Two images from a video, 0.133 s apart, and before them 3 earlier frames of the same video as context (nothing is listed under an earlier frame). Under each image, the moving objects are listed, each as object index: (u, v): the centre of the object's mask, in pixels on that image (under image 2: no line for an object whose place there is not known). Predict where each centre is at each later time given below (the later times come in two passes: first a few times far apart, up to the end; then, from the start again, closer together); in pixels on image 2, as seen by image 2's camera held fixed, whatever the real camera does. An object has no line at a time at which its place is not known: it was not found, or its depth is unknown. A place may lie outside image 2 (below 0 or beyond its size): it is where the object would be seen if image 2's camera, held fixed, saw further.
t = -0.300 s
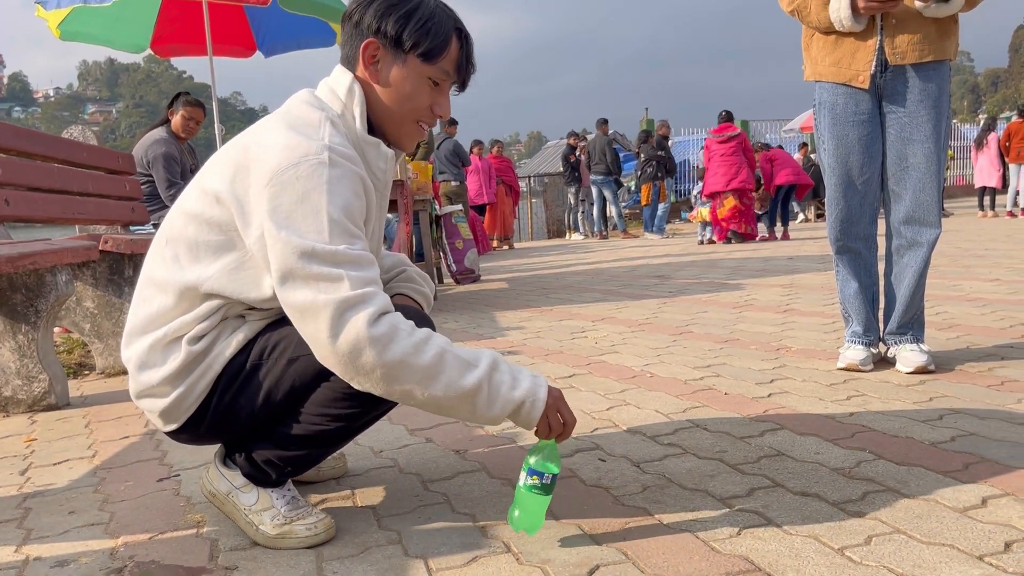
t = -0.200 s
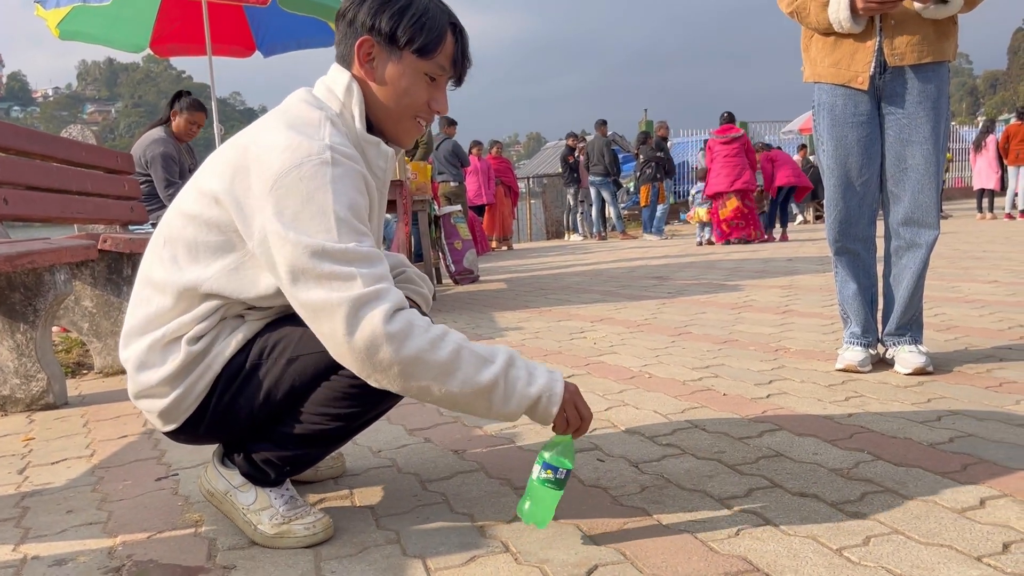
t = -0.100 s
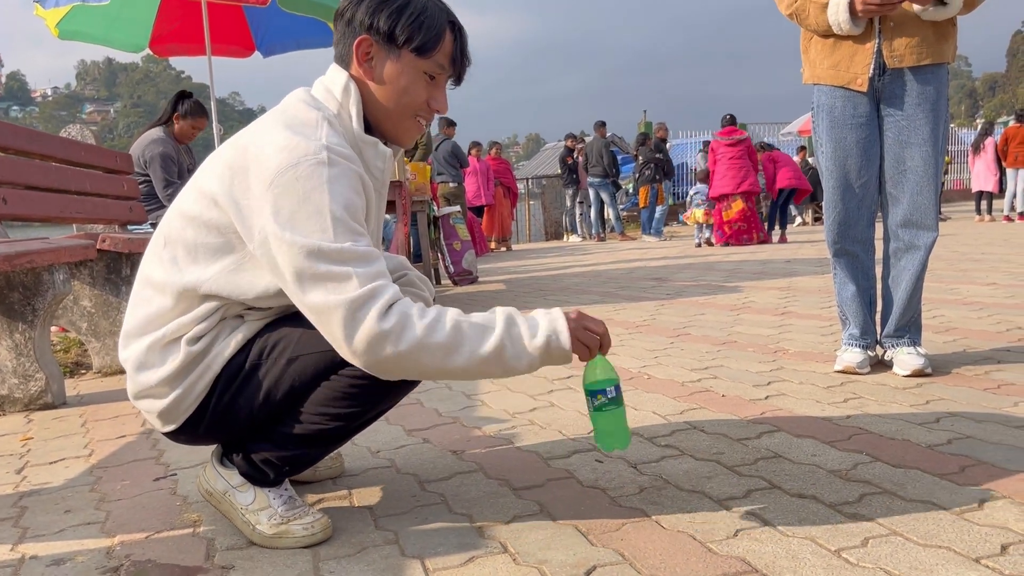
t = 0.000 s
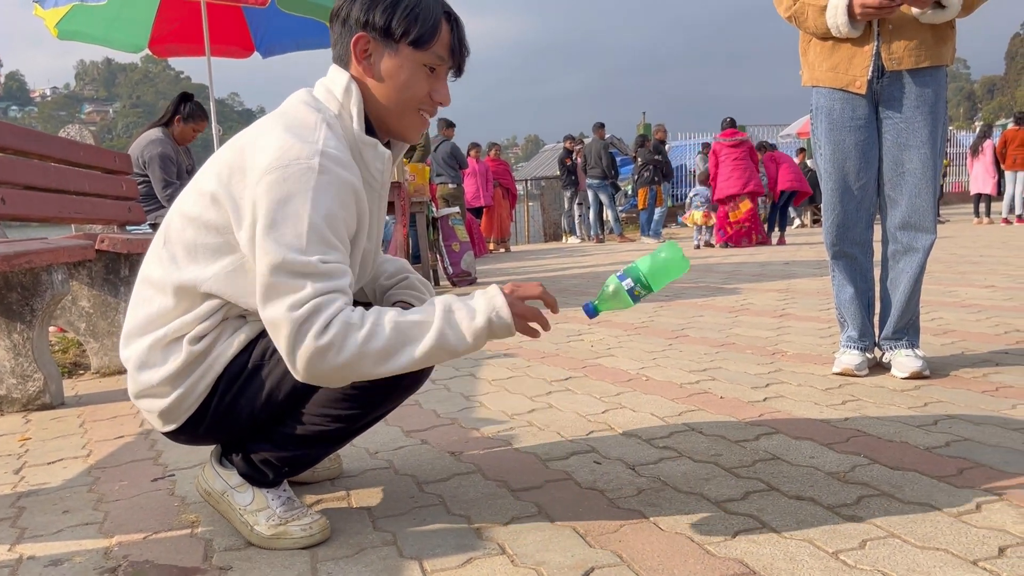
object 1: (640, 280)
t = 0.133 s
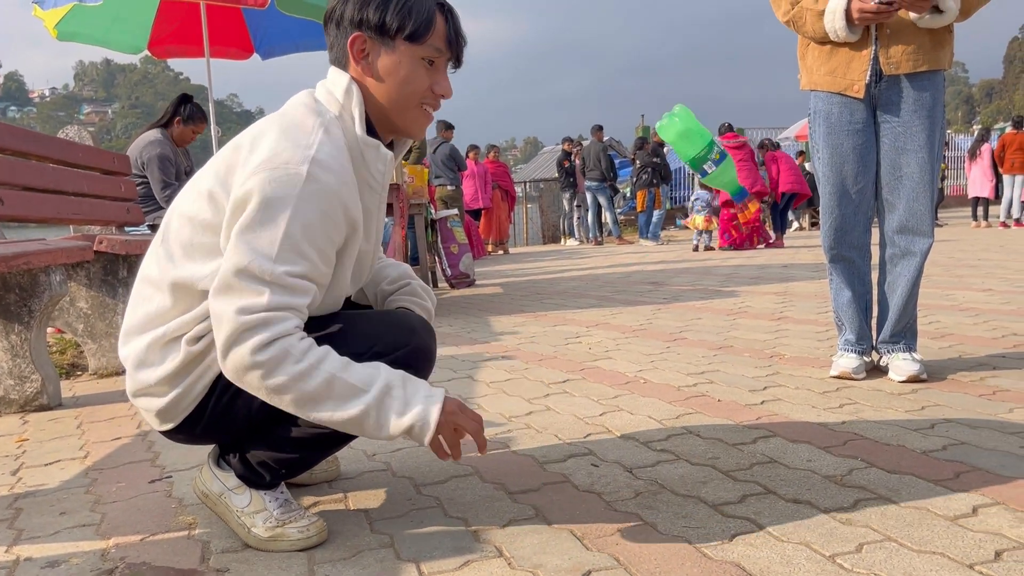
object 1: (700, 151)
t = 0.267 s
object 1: (750, 142)
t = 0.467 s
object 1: (820, 368)
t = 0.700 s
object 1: (805, 525)
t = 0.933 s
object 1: (793, 527)
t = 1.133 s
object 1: (791, 526)
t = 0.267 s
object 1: (750, 142)
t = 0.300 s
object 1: (762, 160)
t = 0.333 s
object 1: (773, 186)
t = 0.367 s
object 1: (785, 219)
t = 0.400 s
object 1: (796, 261)
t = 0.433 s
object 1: (808, 311)
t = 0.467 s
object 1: (820, 368)
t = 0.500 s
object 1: (832, 432)
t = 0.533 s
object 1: (842, 494)
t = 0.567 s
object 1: (837, 494)
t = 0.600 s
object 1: (829, 497)
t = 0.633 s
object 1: (821, 505)
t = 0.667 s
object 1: (812, 518)
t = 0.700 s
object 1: (805, 525)
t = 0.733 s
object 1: (800, 524)
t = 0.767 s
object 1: (797, 525)
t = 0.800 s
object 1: (795, 527)
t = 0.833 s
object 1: (794, 527)
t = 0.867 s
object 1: (794, 527)
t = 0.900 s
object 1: (793, 527)
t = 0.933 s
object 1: (793, 527)
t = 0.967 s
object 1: (793, 527)
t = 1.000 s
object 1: (793, 527)
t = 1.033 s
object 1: (792, 526)
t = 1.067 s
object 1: (792, 526)
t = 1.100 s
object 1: (791, 526)
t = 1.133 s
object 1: (791, 526)
